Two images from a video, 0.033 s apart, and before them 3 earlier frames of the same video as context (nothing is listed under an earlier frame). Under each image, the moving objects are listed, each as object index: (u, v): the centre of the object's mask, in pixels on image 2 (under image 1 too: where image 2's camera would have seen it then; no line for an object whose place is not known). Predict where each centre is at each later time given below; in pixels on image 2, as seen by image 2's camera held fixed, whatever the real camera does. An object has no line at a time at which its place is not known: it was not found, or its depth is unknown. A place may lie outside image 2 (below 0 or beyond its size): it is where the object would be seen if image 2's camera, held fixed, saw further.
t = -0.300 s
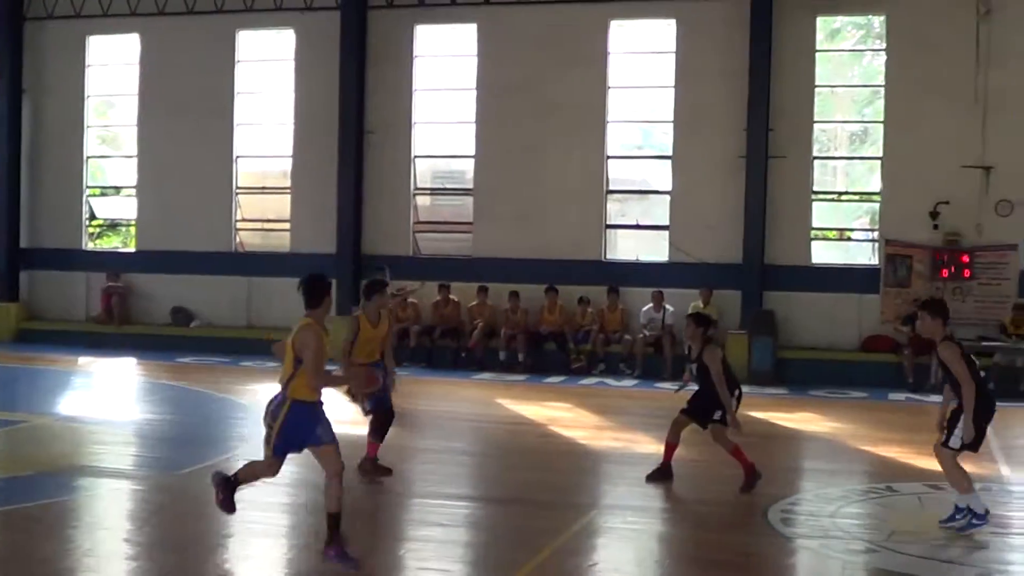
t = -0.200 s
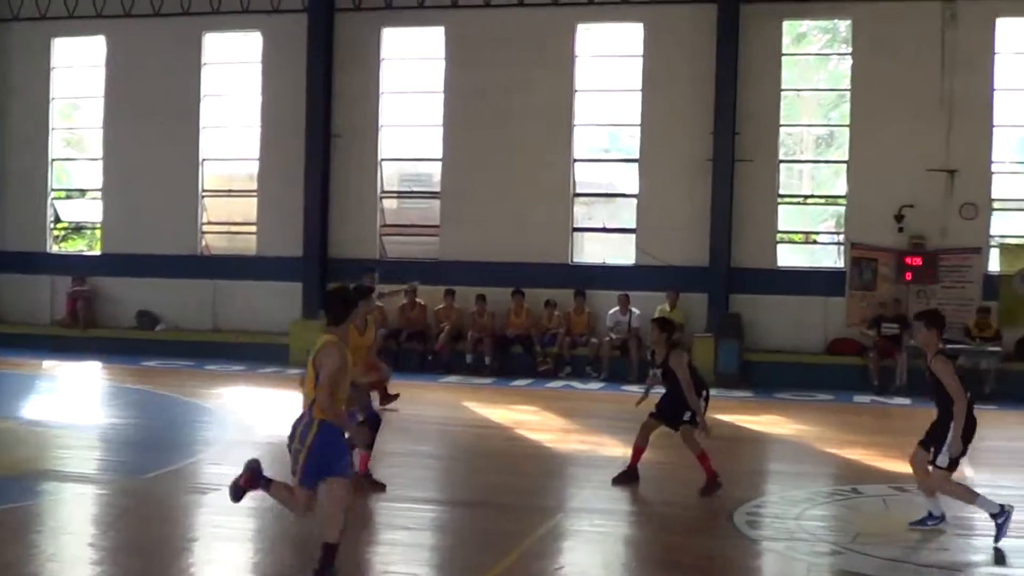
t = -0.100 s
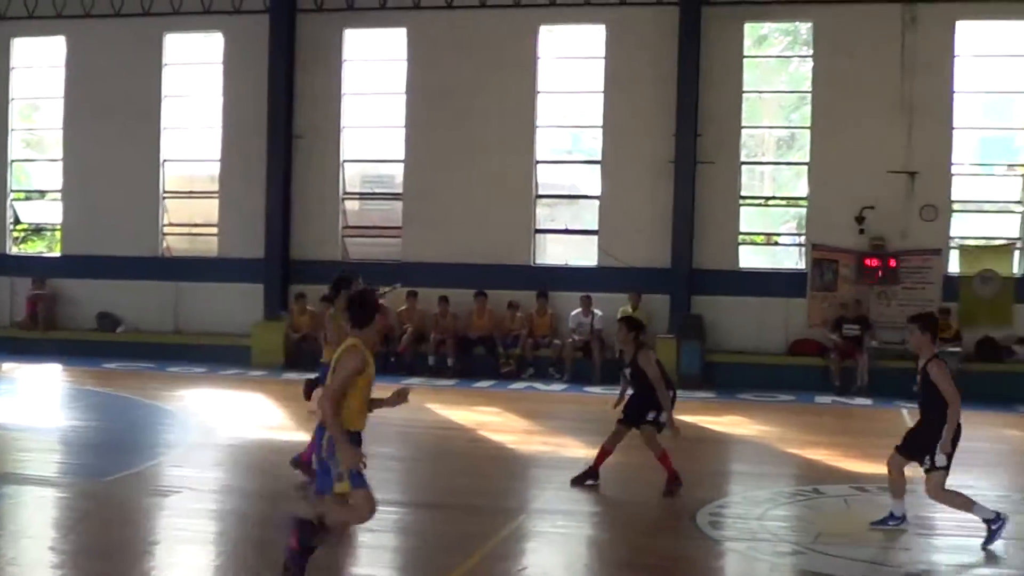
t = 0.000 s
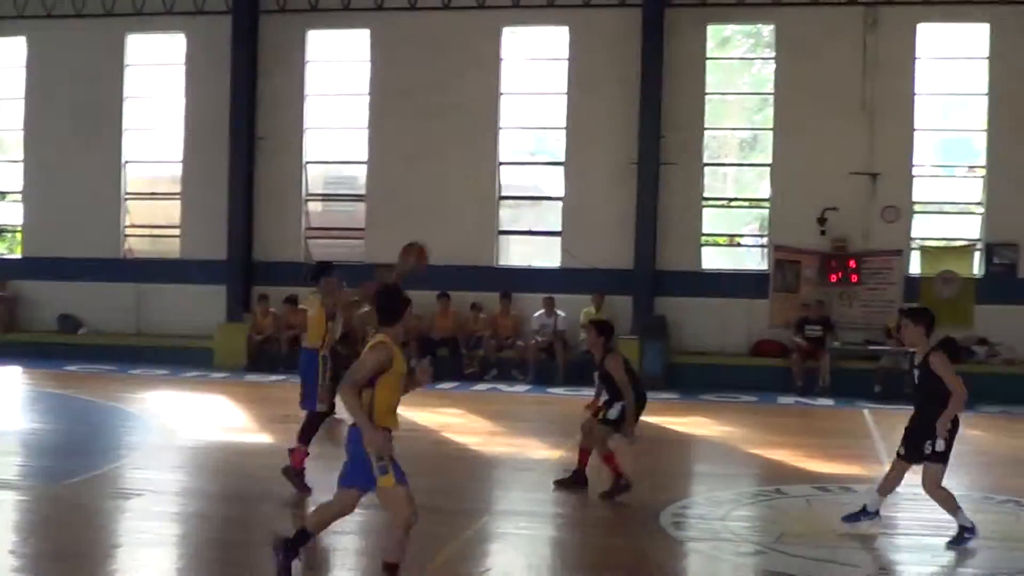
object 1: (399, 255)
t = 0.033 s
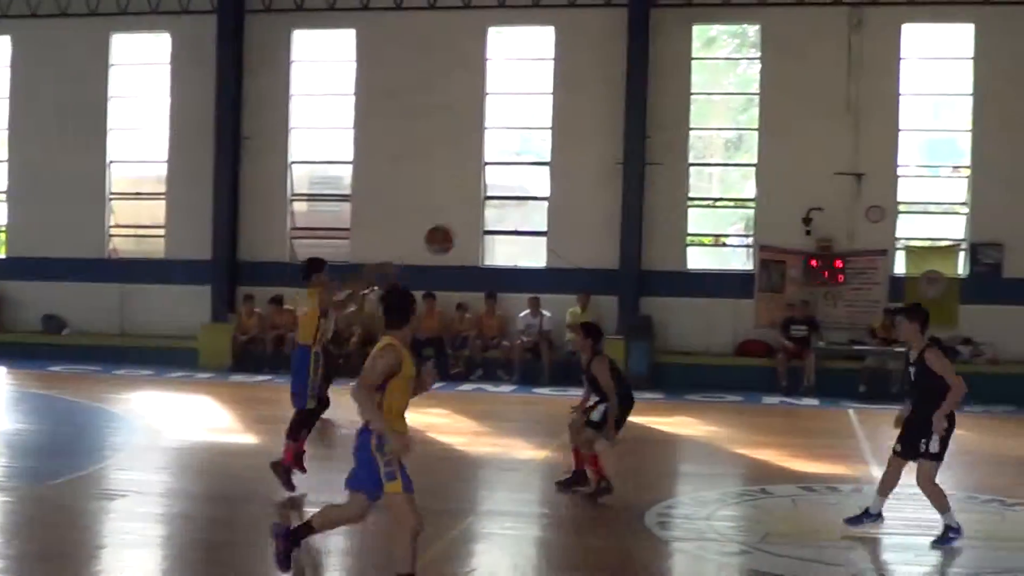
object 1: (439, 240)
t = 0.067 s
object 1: (478, 224)
